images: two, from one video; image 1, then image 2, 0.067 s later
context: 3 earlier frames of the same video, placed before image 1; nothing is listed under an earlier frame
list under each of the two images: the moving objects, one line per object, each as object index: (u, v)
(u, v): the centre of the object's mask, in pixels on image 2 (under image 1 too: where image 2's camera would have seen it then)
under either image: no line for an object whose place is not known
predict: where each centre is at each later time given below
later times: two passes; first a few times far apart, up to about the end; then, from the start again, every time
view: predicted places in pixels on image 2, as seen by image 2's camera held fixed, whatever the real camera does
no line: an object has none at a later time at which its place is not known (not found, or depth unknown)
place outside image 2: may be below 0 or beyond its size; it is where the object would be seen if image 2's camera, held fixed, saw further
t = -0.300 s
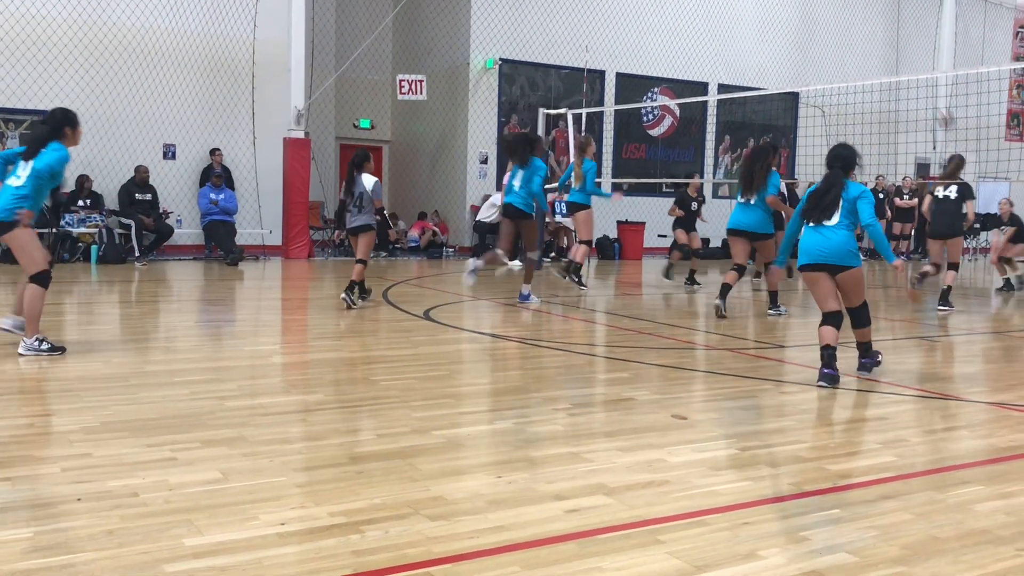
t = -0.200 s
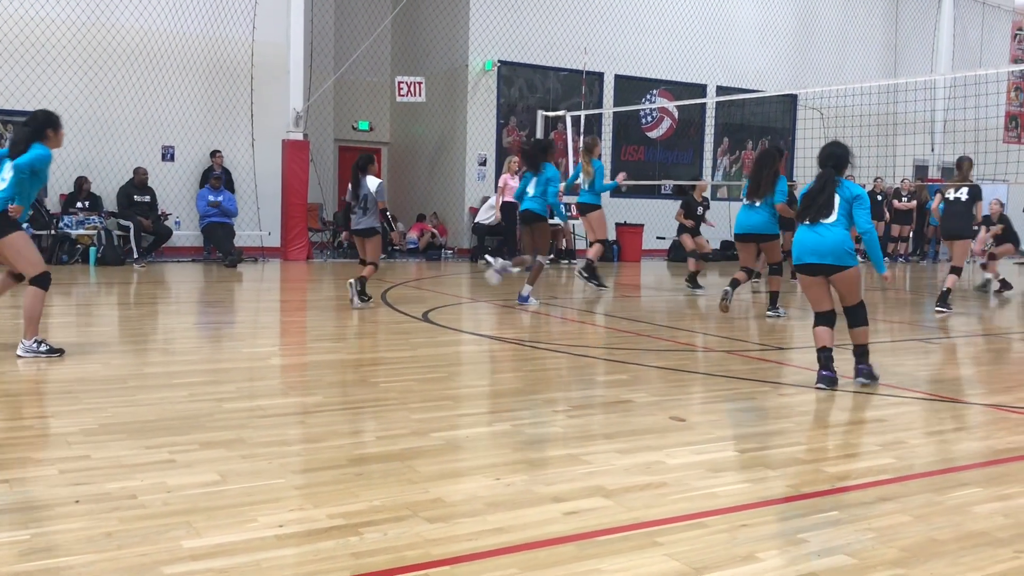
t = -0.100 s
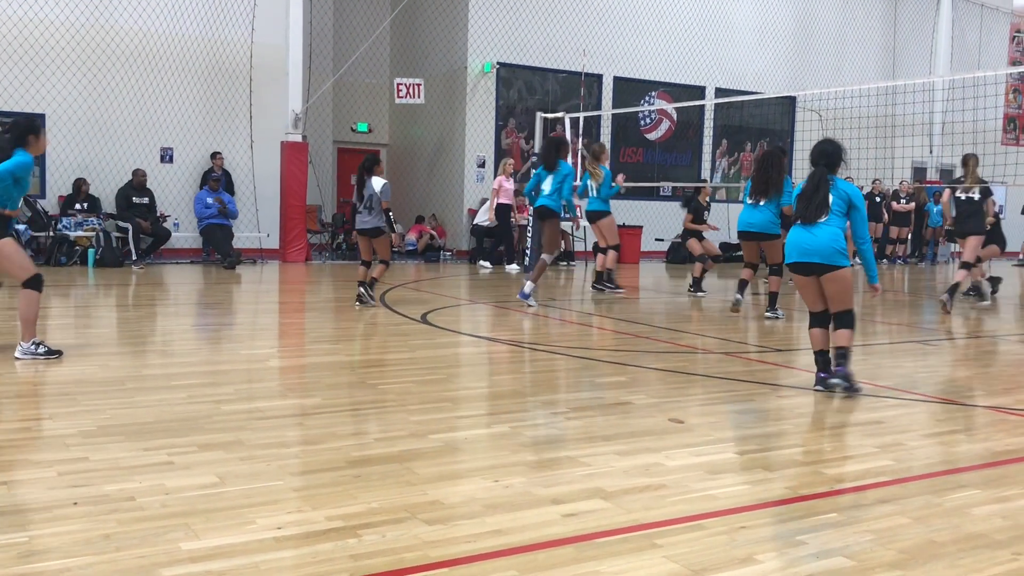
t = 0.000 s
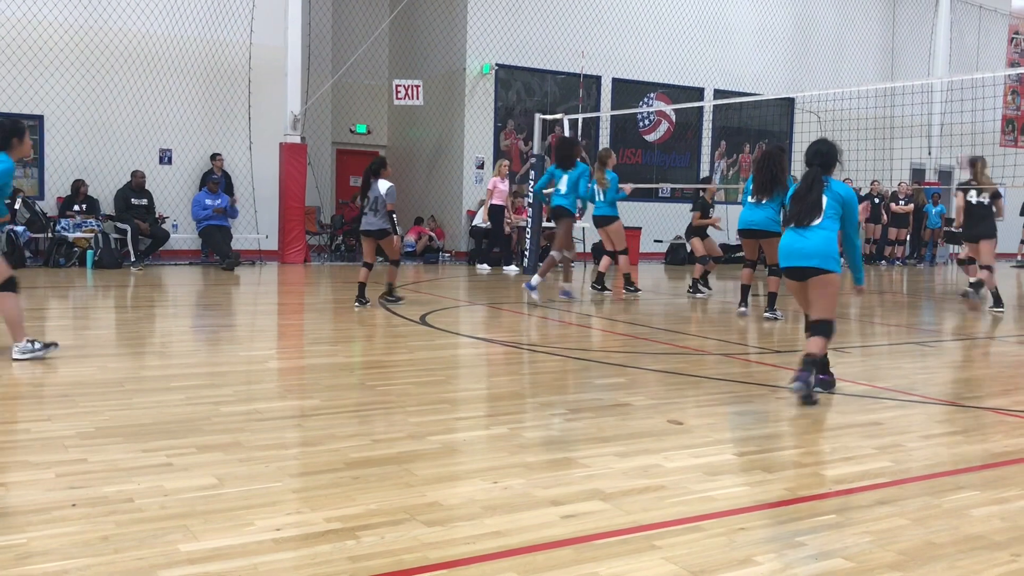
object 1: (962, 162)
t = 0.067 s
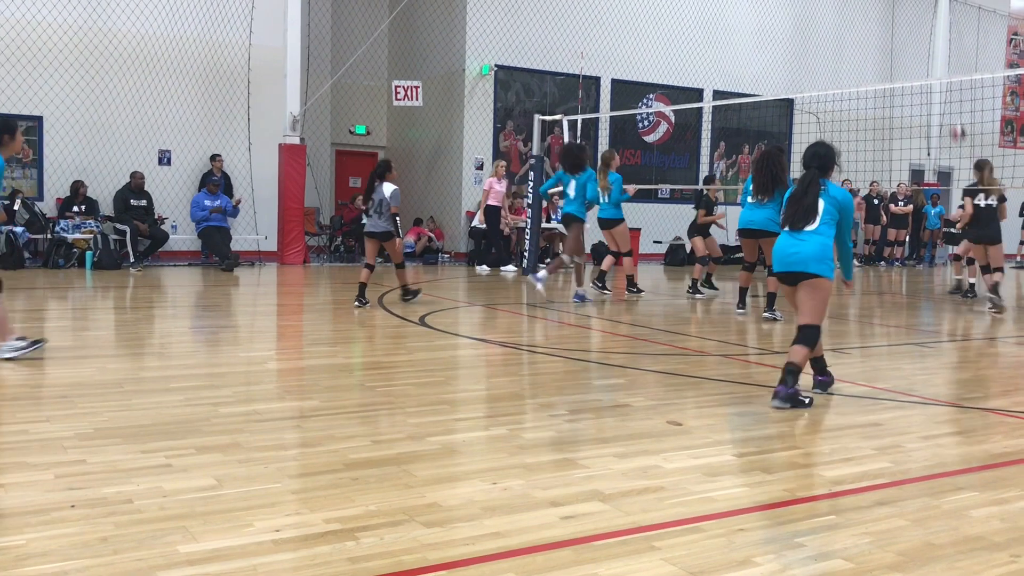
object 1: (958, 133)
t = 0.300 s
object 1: (938, 61)
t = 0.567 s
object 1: (914, 29)
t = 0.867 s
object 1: (884, 57)
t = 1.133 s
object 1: (857, 131)
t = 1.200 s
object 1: (850, 159)
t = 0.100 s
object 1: (955, 120)
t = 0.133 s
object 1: (953, 108)
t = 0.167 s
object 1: (949, 97)
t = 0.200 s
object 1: (946, 87)
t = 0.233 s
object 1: (944, 74)
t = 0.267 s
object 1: (941, 68)
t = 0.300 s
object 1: (938, 61)
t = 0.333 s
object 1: (935, 53)
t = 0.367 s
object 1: (933, 48)
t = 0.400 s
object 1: (929, 42)
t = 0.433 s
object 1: (926, 38)
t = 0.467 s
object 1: (923, 34)
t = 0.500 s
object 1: (920, 31)
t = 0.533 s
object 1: (917, 30)
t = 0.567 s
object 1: (914, 29)
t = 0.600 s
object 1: (910, 29)
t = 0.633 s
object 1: (907, 29)
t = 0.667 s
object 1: (904, 31)
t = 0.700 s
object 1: (901, 32)
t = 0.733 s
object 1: (897, 36)
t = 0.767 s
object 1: (895, 39)
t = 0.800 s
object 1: (891, 44)
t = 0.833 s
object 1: (887, 50)
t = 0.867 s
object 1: (884, 57)
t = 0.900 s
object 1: (880, 63)
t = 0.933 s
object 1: (877, 70)
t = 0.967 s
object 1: (874, 77)
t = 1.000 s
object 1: (871, 88)
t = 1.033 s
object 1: (867, 97)
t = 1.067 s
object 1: (864, 110)
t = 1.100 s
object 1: (860, 120)
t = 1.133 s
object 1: (857, 131)
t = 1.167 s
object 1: (853, 143)
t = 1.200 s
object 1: (850, 159)
